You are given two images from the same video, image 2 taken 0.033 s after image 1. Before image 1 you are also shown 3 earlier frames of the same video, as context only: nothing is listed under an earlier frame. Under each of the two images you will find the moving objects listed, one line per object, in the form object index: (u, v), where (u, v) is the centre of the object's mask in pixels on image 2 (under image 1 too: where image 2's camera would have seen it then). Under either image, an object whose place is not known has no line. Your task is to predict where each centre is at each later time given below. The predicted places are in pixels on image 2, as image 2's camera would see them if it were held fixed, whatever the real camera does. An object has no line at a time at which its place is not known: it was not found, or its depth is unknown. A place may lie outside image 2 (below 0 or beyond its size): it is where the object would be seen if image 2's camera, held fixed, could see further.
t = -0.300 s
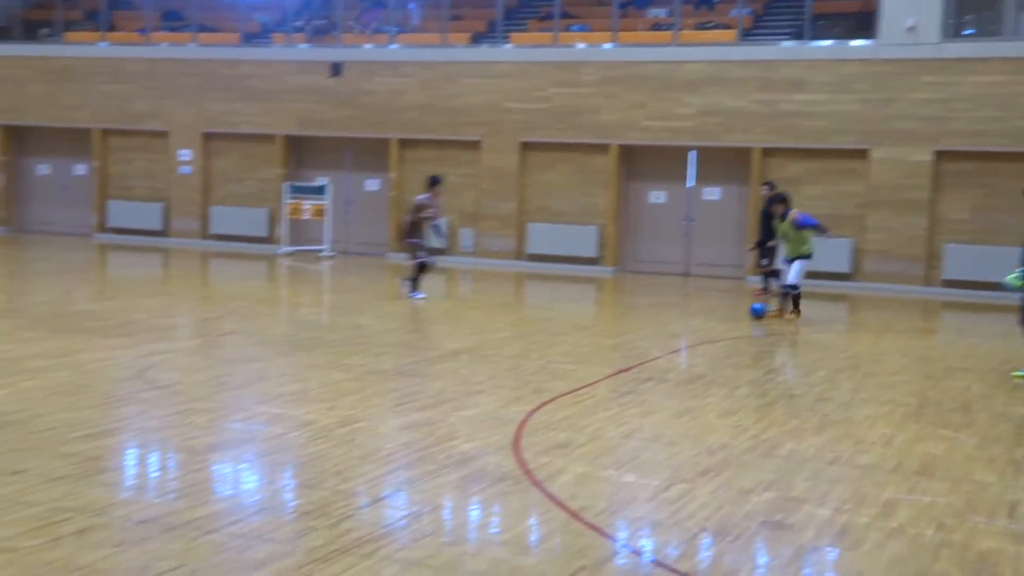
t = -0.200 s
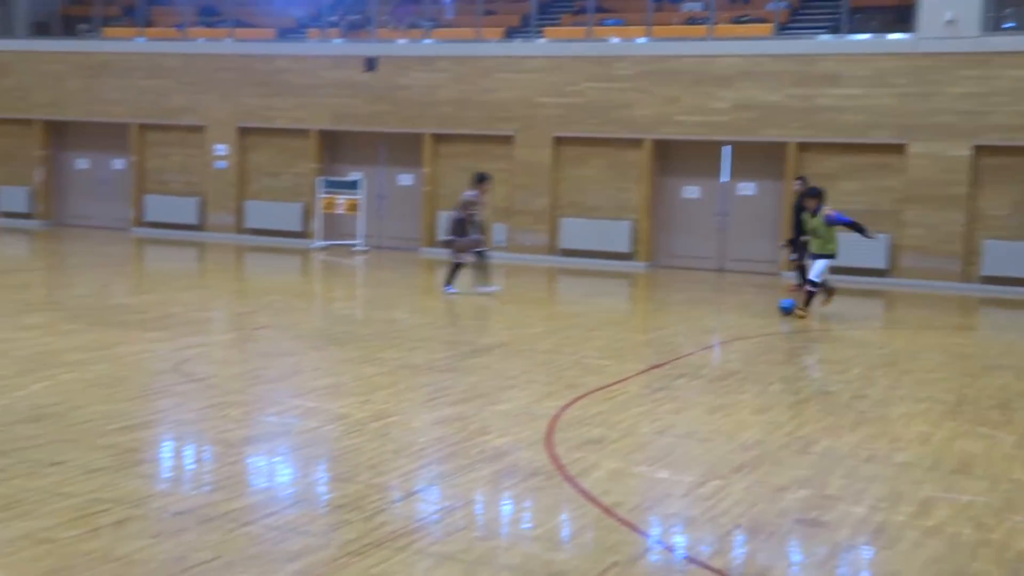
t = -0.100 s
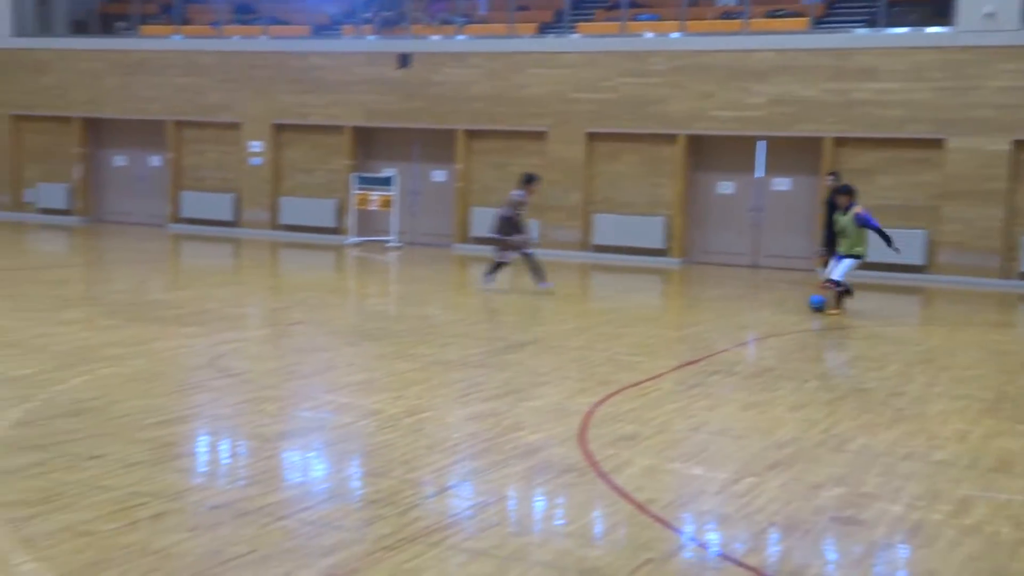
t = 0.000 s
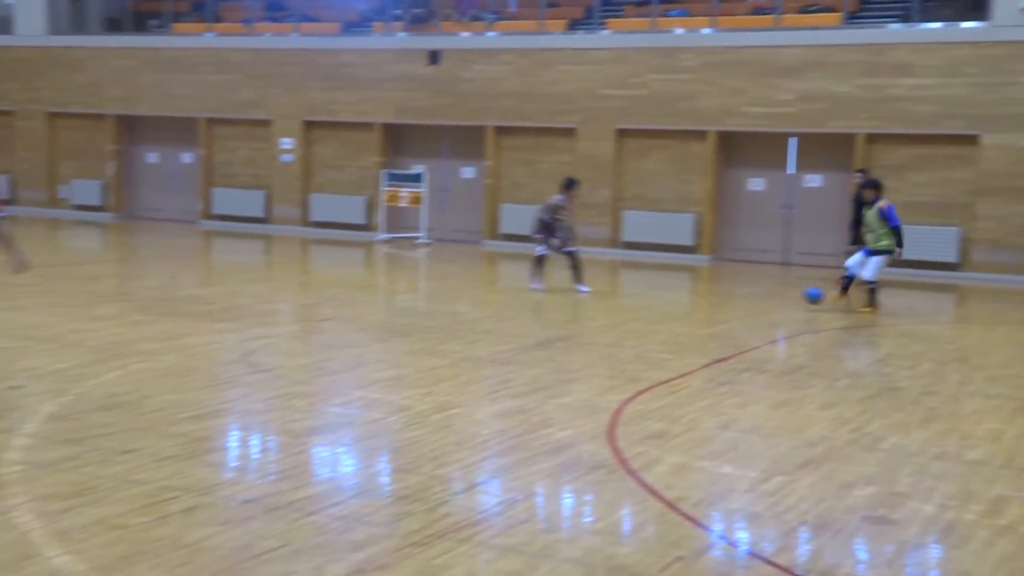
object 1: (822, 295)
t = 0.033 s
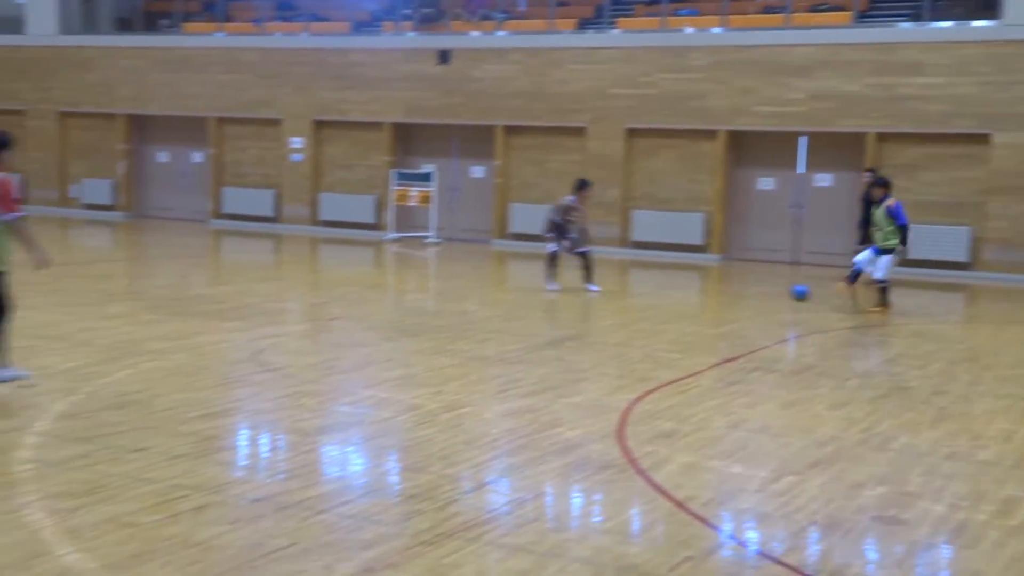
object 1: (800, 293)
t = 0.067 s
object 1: (777, 291)
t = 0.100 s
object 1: (754, 291)
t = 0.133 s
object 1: (730, 291)
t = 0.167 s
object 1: (705, 291)
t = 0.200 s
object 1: (681, 293)
